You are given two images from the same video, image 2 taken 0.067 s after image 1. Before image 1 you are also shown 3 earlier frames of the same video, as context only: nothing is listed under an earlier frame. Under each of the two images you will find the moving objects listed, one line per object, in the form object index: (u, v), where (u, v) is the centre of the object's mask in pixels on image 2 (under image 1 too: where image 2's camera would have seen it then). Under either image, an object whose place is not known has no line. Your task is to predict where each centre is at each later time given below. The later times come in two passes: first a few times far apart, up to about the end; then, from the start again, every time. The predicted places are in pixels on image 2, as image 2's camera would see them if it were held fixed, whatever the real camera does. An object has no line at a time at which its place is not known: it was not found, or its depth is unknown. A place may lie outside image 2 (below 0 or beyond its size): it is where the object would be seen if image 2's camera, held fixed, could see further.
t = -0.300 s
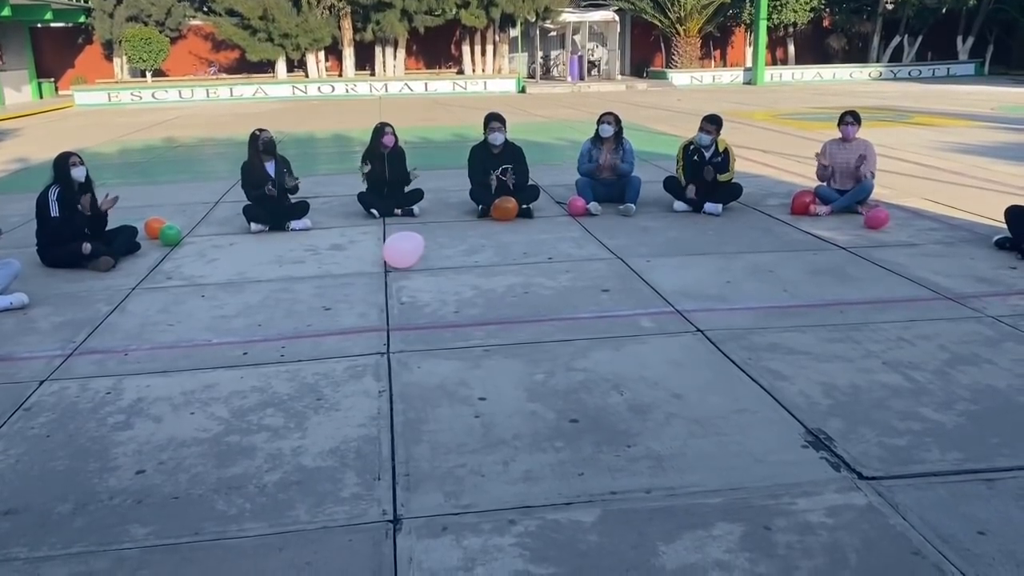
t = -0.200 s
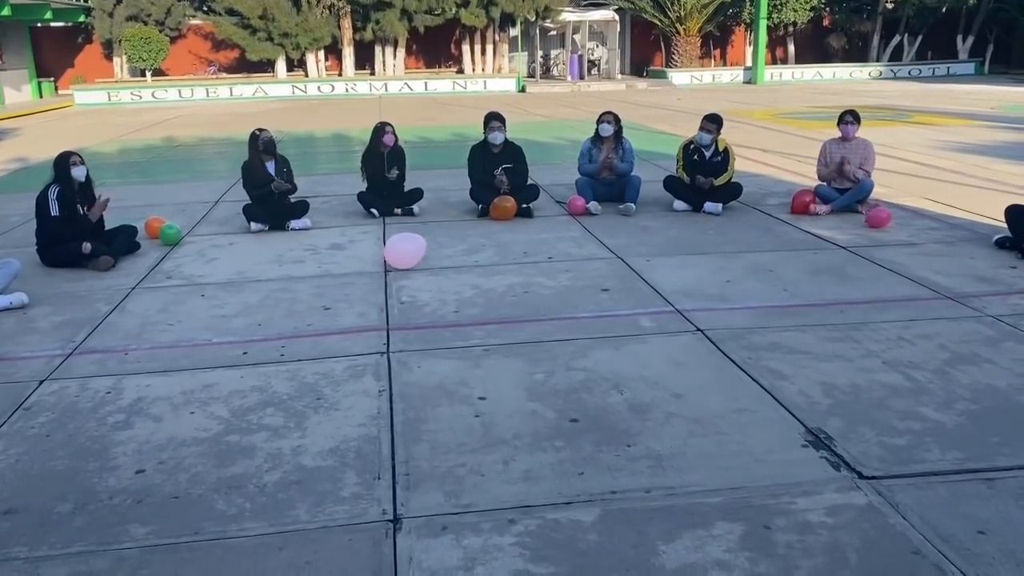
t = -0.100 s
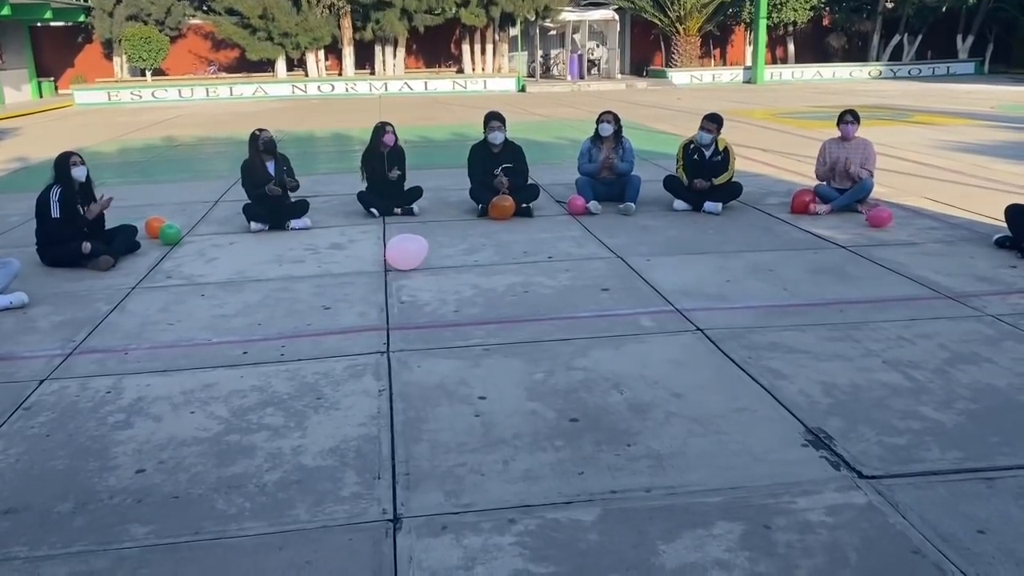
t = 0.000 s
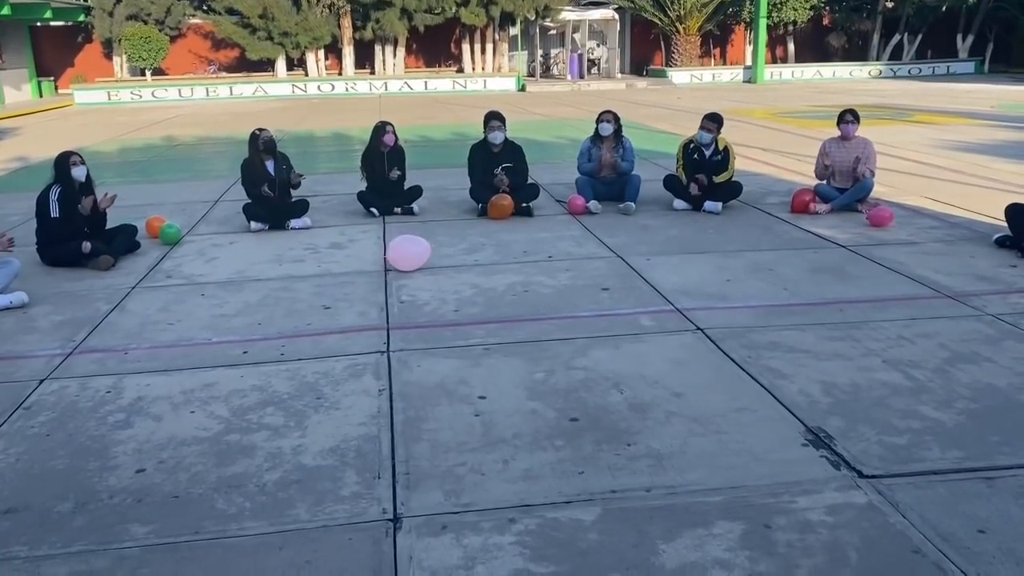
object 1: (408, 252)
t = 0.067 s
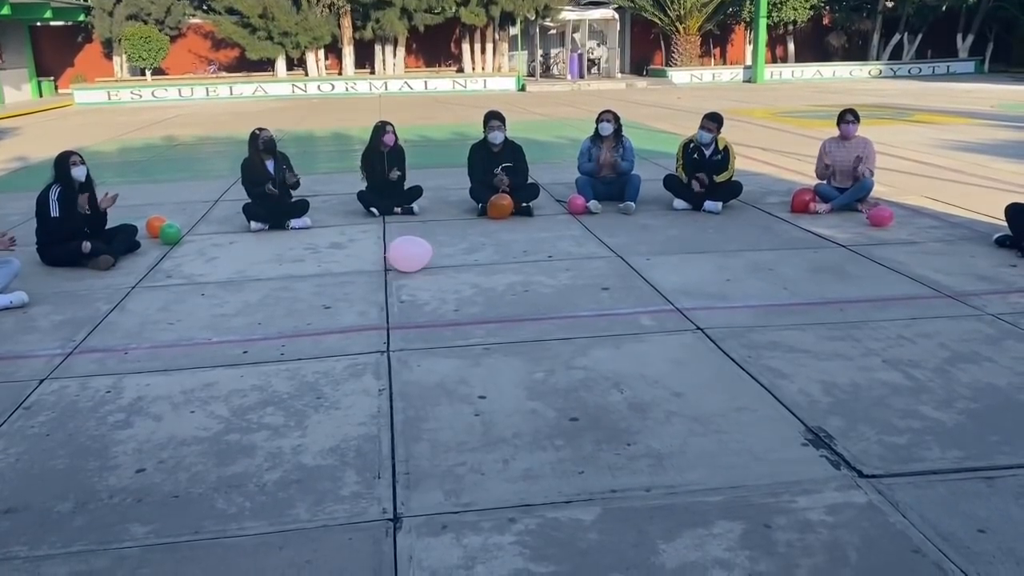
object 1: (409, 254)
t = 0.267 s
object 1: (412, 256)
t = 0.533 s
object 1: (416, 260)
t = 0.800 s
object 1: (419, 263)
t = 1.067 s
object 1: (421, 267)
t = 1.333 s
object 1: (425, 270)
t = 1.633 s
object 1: (431, 273)
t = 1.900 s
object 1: (438, 275)
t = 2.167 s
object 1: (446, 277)
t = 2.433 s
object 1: (455, 280)
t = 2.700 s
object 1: (466, 283)
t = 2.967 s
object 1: (476, 286)
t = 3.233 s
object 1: (483, 290)
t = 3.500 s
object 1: (485, 295)
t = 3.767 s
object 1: (482, 301)
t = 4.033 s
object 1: (480, 307)
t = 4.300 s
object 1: (479, 313)
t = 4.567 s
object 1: (478, 321)
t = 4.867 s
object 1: (477, 331)
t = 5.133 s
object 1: (470, 339)
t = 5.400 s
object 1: (455, 349)
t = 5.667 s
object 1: (440, 357)
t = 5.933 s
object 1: (425, 366)
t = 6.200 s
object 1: (412, 379)
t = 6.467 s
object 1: (398, 392)
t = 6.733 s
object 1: (381, 400)
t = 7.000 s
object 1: (355, 416)
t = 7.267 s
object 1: (324, 427)
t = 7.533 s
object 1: (301, 435)
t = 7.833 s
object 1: (285, 453)
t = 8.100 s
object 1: (268, 472)
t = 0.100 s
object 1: (409, 254)
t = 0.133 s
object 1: (410, 254)
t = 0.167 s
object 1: (410, 255)
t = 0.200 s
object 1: (411, 255)
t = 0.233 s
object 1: (411, 256)
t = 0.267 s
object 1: (412, 256)
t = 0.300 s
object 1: (413, 257)
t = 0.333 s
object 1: (414, 257)
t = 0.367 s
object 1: (414, 257)
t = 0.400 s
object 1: (415, 258)
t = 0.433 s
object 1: (415, 258)
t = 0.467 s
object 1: (416, 259)
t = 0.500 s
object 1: (416, 259)
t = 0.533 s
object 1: (416, 260)
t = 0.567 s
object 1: (417, 260)
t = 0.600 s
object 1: (417, 260)
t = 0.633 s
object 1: (417, 261)
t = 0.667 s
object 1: (418, 261)
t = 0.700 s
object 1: (418, 262)
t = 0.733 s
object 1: (418, 262)
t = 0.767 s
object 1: (419, 262)
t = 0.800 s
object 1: (419, 263)
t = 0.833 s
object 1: (419, 263)
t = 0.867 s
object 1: (419, 264)
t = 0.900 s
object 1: (420, 264)
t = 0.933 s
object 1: (420, 265)
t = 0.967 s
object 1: (420, 265)
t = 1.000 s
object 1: (420, 266)
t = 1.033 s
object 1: (421, 266)
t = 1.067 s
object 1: (421, 267)
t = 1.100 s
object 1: (421, 267)
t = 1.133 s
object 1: (422, 268)
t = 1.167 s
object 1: (422, 268)
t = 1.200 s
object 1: (423, 269)
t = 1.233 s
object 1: (423, 269)
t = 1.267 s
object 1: (424, 269)
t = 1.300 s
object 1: (424, 270)
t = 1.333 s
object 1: (425, 270)
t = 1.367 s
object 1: (425, 271)
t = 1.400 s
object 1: (426, 271)
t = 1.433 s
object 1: (426, 271)
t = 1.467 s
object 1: (427, 271)
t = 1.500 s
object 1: (428, 272)
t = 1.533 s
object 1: (428, 272)
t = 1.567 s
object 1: (429, 272)
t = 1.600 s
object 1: (430, 273)
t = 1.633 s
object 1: (431, 273)
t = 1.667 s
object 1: (432, 273)
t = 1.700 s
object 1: (433, 273)
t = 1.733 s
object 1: (433, 274)
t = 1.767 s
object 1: (434, 274)
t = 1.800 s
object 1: (435, 274)
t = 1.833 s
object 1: (436, 274)
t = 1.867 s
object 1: (437, 275)
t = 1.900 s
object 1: (438, 275)
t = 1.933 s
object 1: (439, 275)
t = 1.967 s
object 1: (440, 275)
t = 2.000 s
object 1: (441, 276)
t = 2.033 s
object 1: (442, 276)
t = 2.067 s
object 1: (443, 277)
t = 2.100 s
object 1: (444, 277)
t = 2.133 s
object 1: (445, 277)
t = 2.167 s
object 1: (446, 277)
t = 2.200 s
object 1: (447, 277)
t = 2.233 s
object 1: (448, 278)
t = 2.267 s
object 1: (449, 278)
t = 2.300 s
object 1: (451, 278)
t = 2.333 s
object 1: (452, 279)
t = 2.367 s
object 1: (452, 279)
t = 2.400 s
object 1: (454, 279)
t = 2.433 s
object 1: (455, 280)
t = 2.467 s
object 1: (456, 280)
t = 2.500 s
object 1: (457, 280)
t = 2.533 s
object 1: (459, 281)
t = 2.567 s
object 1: (460, 281)
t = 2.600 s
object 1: (461, 282)
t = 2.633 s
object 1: (463, 282)
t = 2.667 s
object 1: (464, 282)
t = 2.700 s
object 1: (466, 283)
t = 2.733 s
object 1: (467, 283)
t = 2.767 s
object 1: (468, 284)
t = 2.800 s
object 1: (469, 284)
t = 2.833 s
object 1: (471, 285)
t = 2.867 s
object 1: (472, 285)
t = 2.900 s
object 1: (473, 286)
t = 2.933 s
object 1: (475, 286)
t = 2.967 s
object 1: (476, 286)
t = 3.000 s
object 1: (477, 287)
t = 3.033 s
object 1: (479, 287)
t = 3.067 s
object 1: (480, 288)
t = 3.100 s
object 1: (481, 288)
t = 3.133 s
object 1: (481, 289)
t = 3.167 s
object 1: (482, 289)
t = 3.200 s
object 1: (483, 289)
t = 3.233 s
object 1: (483, 290)
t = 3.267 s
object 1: (484, 290)
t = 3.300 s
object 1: (484, 291)
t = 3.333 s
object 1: (485, 291)
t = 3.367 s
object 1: (485, 292)
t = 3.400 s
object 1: (485, 293)
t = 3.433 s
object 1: (485, 293)
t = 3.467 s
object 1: (485, 295)
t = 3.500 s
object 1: (485, 295)
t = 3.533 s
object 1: (484, 296)
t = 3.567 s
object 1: (484, 297)
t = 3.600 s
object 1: (484, 298)
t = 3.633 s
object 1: (483, 298)
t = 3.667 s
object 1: (483, 299)
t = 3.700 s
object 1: (483, 300)
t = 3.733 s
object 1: (482, 301)
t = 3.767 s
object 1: (482, 301)
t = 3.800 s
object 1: (482, 302)
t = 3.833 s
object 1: (481, 303)
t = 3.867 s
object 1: (481, 303)
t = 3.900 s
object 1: (481, 304)
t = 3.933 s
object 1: (481, 305)
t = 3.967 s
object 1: (481, 306)
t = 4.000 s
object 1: (480, 306)
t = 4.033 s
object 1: (480, 307)
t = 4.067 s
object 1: (480, 308)
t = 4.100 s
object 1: (480, 308)
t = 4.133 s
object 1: (480, 309)
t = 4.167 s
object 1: (480, 310)
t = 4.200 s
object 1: (479, 311)
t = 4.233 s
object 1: (479, 311)
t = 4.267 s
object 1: (479, 312)
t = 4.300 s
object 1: (479, 313)
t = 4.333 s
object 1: (479, 314)
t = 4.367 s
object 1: (479, 315)
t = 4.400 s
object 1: (479, 316)
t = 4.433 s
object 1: (478, 317)
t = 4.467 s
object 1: (478, 318)
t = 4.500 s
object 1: (478, 320)
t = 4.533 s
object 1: (478, 320)
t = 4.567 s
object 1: (478, 321)
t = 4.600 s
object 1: (478, 323)
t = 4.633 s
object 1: (478, 324)
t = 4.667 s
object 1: (478, 325)
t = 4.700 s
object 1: (478, 326)
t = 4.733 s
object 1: (478, 327)
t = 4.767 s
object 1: (478, 328)
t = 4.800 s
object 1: (478, 329)
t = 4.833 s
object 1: (478, 330)
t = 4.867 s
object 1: (477, 331)
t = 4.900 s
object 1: (477, 331)
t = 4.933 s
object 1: (476, 332)
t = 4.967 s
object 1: (475, 332)
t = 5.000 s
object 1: (475, 334)
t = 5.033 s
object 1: (474, 335)
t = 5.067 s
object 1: (473, 336)
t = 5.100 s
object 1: (471, 337)
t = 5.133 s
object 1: (470, 339)
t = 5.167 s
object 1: (469, 340)
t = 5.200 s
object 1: (467, 342)
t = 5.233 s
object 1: (465, 343)
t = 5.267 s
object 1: (463, 344)
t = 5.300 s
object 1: (461, 346)
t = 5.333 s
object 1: (459, 347)
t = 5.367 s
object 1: (457, 348)
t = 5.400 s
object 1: (455, 349)
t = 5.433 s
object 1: (453, 350)
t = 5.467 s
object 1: (451, 351)
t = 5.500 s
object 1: (449, 352)
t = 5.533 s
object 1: (447, 353)
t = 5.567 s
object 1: (445, 354)
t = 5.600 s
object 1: (443, 355)
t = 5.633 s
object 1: (442, 356)
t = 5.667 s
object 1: (440, 357)
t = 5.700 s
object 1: (438, 358)
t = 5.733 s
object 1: (436, 359)
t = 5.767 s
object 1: (434, 360)
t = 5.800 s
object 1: (433, 361)
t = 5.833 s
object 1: (431, 362)
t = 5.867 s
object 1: (429, 363)
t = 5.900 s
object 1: (427, 365)
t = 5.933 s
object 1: (425, 366)
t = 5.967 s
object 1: (424, 368)
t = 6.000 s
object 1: (422, 369)
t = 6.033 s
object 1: (420, 371)
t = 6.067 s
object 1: (418, 372)
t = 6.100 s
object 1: (417, 374)
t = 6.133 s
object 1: (415, 375)
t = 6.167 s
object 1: (413, 377)
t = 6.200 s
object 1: (412, 379)
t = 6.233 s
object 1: (410, 380)
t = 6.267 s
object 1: (408, 382)
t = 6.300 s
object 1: (407, 383)
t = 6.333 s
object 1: (405, 385)
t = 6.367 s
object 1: (403, 387)
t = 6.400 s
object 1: (402, 389)
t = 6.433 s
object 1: (400, 391)
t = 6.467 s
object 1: (398, 392)
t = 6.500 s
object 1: (396, 393)
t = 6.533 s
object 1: (394, 393)
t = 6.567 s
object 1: (392, 394)
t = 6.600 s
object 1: (390, 394)
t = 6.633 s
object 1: (388, 396)
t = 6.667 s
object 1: (386, 397)
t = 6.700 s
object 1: (384, 399)
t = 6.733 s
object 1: (381, 400)
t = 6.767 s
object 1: (378, 401)
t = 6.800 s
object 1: (375, 404)
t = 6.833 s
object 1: (372, 406)
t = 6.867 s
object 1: (369, 409)
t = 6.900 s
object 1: (366, 410)
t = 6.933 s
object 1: (362, 413)
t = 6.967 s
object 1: (359, 415)
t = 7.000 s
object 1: (355, 416)
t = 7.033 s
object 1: (351, 418)
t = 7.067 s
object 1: (347, 420)
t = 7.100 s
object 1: (343, 421)
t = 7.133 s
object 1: (340, 422)
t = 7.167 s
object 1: (336, 424)
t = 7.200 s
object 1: (332, 425)
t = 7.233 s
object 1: (328, 426)
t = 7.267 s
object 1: (324, 427)
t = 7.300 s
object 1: (320, 429)
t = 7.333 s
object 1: (316, 430)
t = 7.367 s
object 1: (313, 431)
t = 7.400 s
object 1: (309, 432)
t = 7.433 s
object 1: (307, 432)
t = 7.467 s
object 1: (305, 433)
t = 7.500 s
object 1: (303, 434)
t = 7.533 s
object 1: (301, 435)
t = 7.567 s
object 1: (299, 436)
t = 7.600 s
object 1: (297, 438)
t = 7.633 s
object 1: (295, 441)
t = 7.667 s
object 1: (294, 444)
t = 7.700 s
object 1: (292, 447)
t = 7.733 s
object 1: (290, 449)
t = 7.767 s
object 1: (288, 450)
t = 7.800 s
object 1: (286, 451)
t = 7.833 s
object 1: (285, 453)
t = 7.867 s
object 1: (283, 455)
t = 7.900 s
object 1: (281, 458)
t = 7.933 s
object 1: (279, 462)
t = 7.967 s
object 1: (277, 463)
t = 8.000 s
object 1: (275, 464)
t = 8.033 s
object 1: (273, 466)
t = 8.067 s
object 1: (271, 469)
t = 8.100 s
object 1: (268, 472)
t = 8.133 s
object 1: (266, 476)
